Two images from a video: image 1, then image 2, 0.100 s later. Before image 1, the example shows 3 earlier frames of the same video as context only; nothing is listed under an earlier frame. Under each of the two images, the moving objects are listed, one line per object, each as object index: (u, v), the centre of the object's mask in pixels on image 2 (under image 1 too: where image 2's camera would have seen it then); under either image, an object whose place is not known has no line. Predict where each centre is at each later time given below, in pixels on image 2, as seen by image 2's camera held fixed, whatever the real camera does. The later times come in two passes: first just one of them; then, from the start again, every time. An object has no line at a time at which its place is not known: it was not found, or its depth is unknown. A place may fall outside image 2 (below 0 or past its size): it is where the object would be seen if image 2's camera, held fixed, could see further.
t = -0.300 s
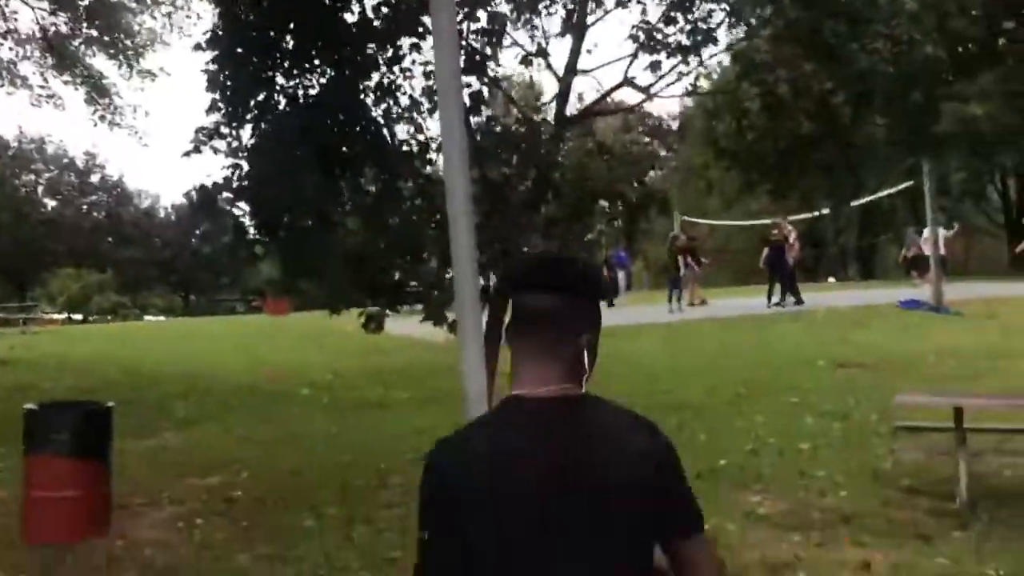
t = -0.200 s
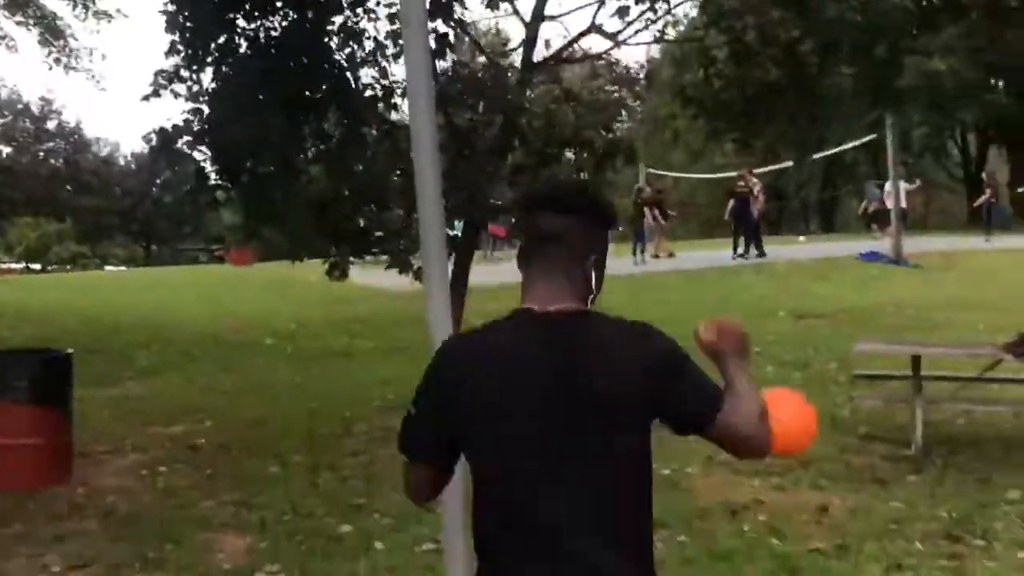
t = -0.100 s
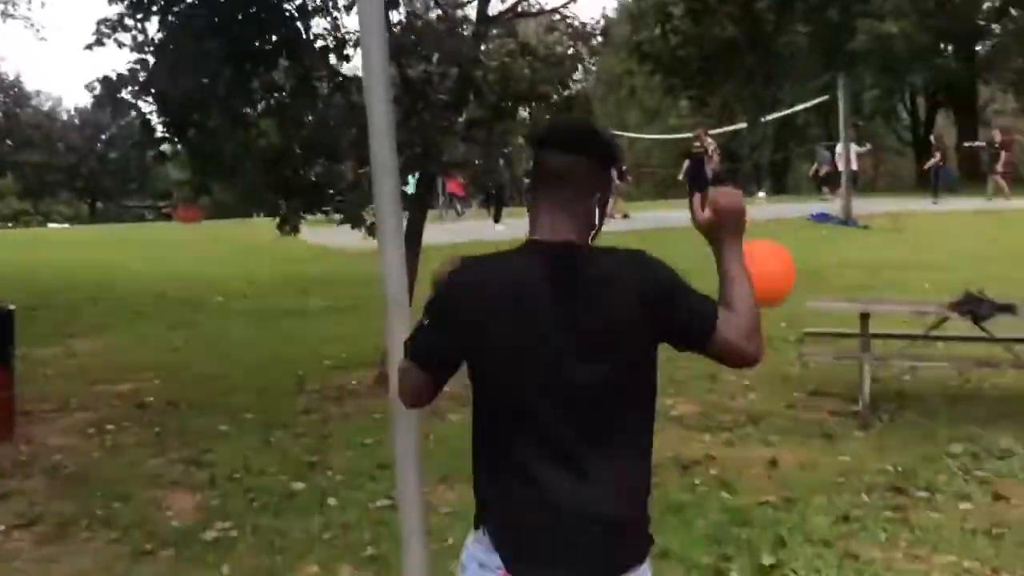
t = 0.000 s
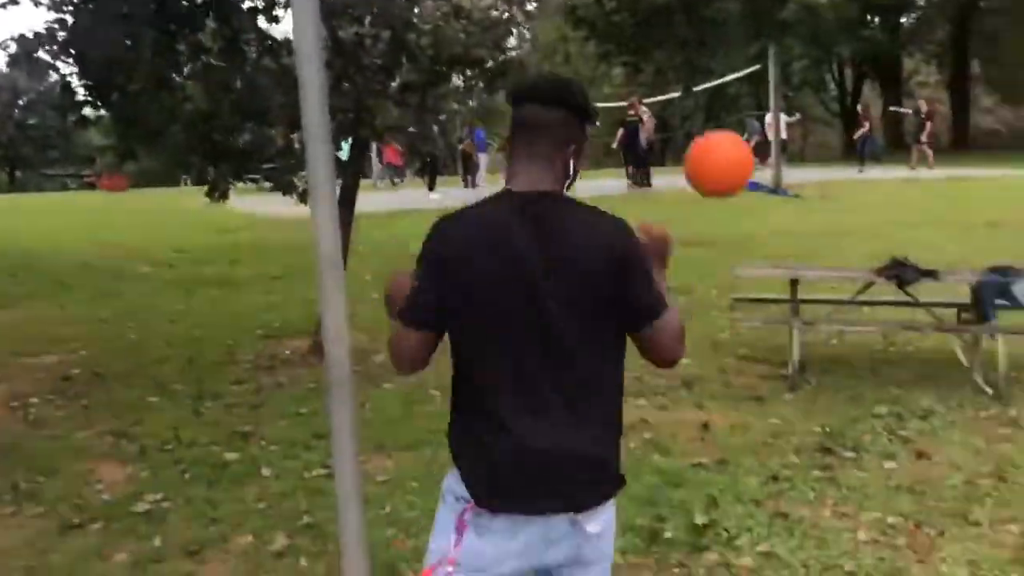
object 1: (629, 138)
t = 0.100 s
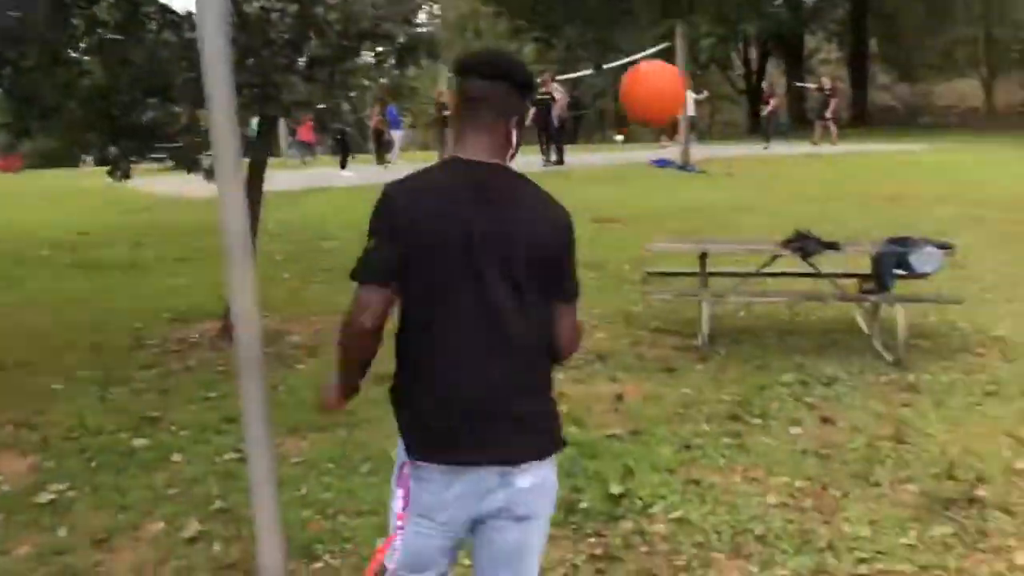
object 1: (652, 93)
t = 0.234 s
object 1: (678, 74)
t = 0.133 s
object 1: (660, 84)
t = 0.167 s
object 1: (666, 78)
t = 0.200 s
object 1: (672, 75)
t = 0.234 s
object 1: (678, 74)
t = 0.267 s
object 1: (686, 78)
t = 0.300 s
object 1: (691, 83)
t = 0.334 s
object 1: (698, 91)
